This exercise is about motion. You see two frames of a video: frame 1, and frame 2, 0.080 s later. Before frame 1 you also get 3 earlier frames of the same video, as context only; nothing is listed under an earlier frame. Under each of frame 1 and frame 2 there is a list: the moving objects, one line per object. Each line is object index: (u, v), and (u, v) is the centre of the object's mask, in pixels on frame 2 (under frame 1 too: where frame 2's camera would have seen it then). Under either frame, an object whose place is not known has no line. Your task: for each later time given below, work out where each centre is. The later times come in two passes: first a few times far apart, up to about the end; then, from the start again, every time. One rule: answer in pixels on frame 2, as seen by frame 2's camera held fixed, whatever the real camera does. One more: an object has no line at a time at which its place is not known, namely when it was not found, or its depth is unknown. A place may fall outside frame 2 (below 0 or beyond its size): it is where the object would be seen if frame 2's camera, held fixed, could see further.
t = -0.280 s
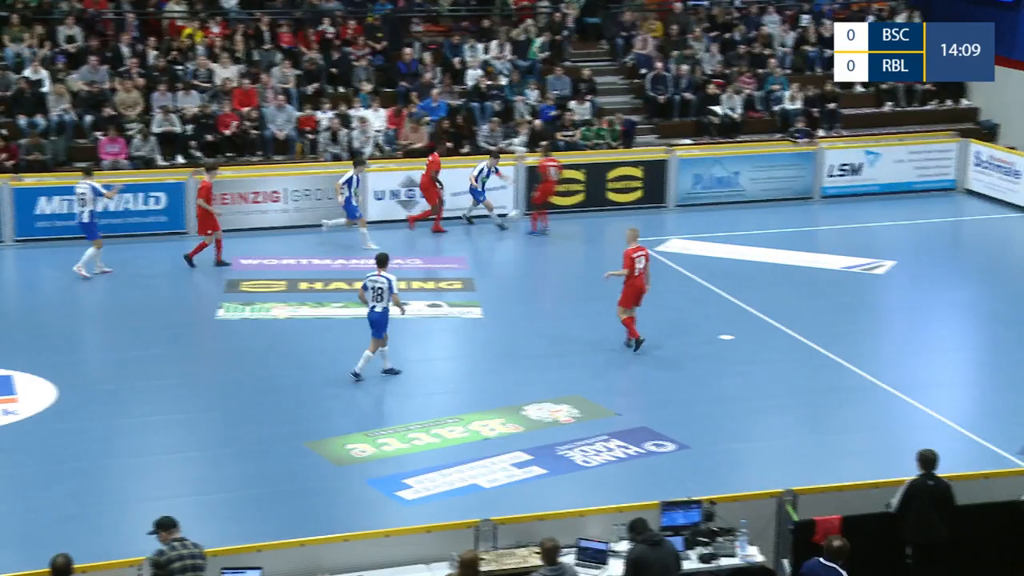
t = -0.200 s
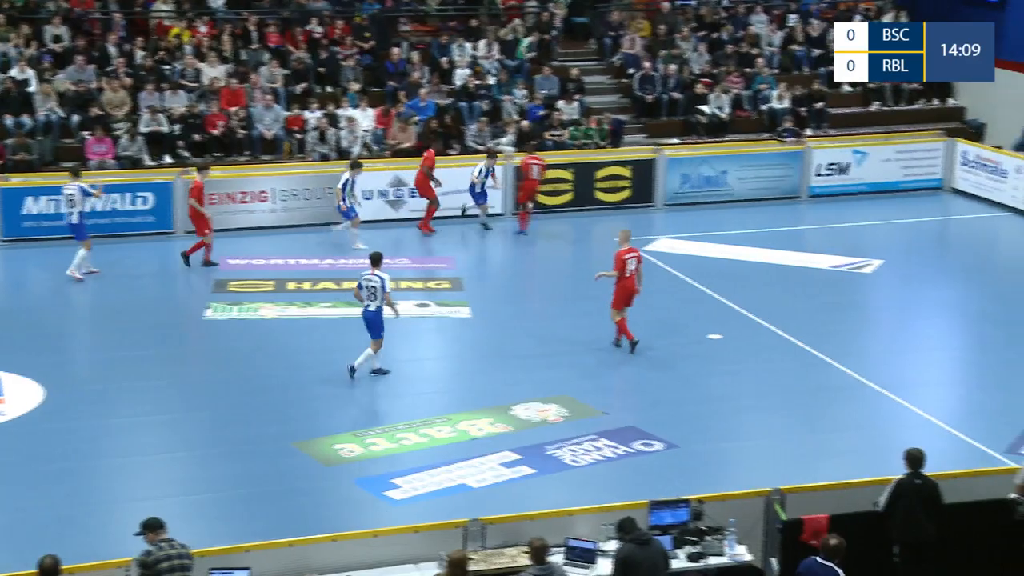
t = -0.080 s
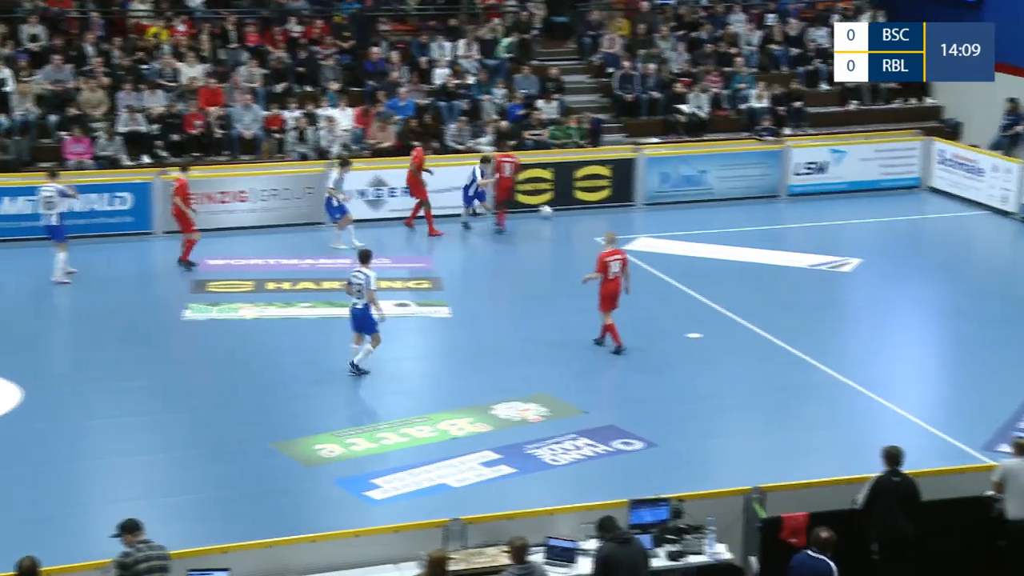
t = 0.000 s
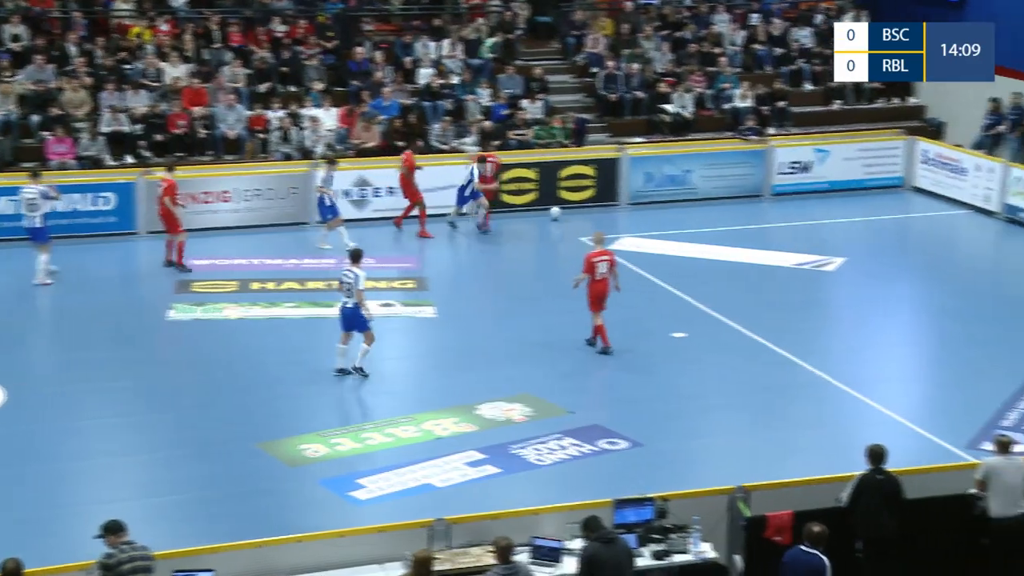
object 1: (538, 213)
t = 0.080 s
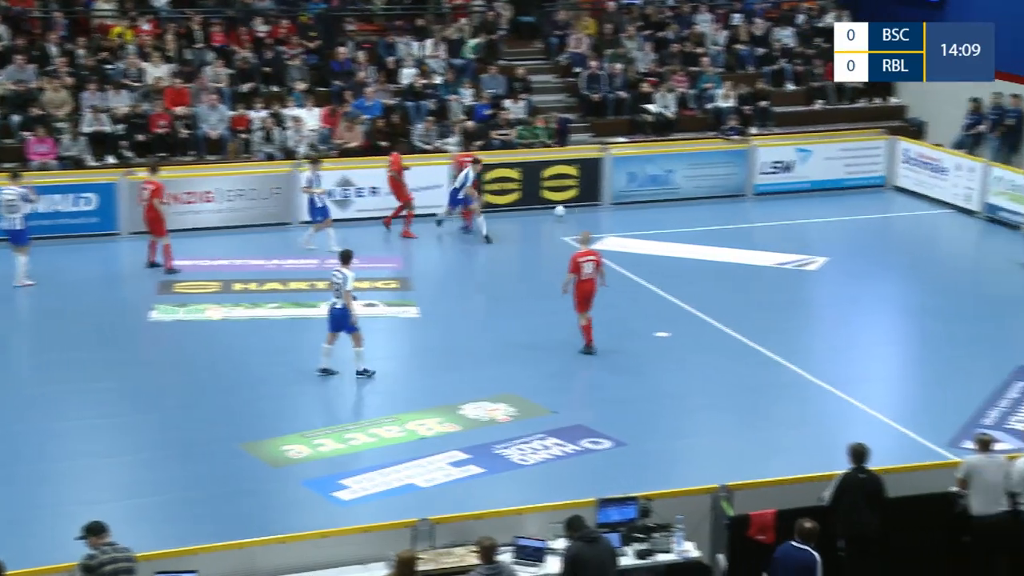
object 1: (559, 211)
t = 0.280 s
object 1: (612, 217)
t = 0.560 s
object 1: (676, 221)
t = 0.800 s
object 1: (729, 223)
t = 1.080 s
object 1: (791, 226)
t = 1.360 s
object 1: (853, 228)
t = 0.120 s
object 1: (570, 213)
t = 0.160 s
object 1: (581, 215)
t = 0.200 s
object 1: (592, 217)
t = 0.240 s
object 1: (602, 217)
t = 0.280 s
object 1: (612, 217)
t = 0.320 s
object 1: (621, 217)
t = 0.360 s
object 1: (630, 218)
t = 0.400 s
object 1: (639, 220)
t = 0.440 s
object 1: (648, 219)
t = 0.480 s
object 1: (657, 219)
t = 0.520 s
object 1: (667, 220)
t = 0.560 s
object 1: (676, 221)
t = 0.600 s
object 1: (684, 221)
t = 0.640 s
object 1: (693, 220)
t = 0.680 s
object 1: (703, 221)
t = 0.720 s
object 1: (711, 222)
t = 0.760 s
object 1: (720, 223)
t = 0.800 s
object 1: (729, 223)
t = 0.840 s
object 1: (738, 223)
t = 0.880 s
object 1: (747, 224)
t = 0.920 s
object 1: (755, 225)
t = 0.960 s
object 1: (764, 225)
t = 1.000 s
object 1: (773, 225)
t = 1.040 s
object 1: (783, 226)
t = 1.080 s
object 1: (791, 226)
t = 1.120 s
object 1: (800, 227)
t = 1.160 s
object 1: (809, 227)
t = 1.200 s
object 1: (818, 227)
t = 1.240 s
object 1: (826, 228)
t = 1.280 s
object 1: (835, 228)
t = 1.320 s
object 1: (845, 228)
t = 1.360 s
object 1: (853, 228)
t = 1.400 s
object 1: (862, 229)
